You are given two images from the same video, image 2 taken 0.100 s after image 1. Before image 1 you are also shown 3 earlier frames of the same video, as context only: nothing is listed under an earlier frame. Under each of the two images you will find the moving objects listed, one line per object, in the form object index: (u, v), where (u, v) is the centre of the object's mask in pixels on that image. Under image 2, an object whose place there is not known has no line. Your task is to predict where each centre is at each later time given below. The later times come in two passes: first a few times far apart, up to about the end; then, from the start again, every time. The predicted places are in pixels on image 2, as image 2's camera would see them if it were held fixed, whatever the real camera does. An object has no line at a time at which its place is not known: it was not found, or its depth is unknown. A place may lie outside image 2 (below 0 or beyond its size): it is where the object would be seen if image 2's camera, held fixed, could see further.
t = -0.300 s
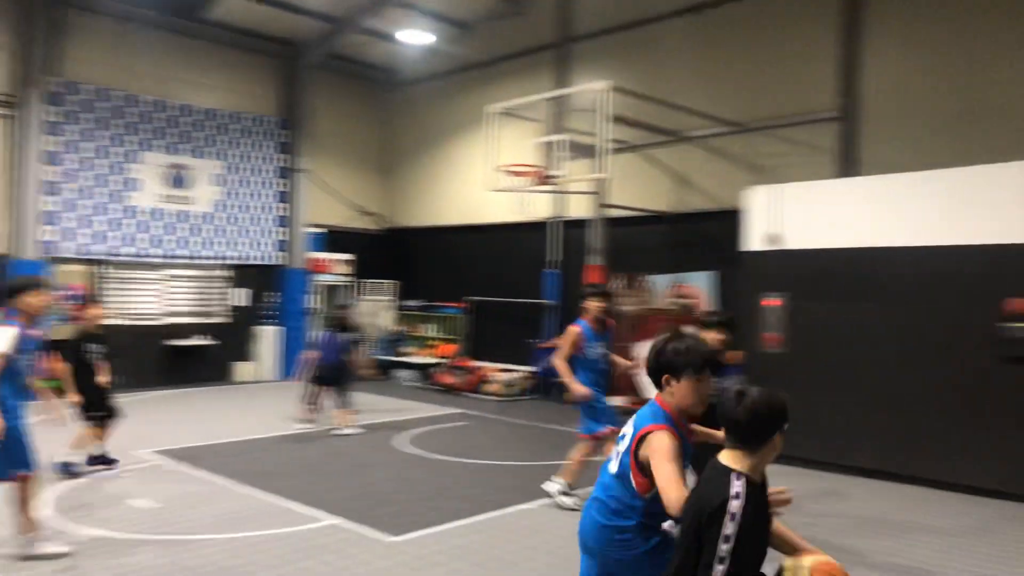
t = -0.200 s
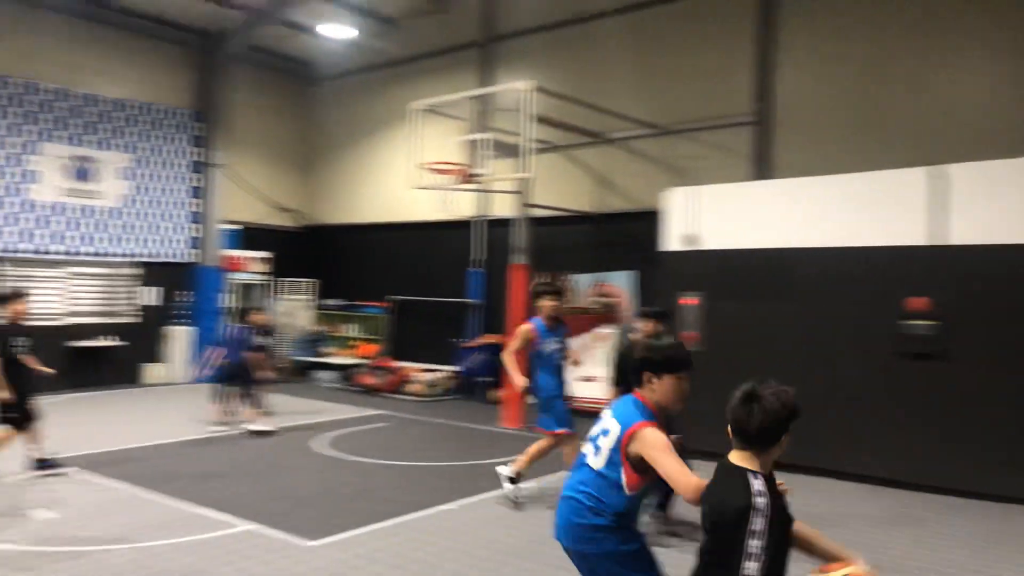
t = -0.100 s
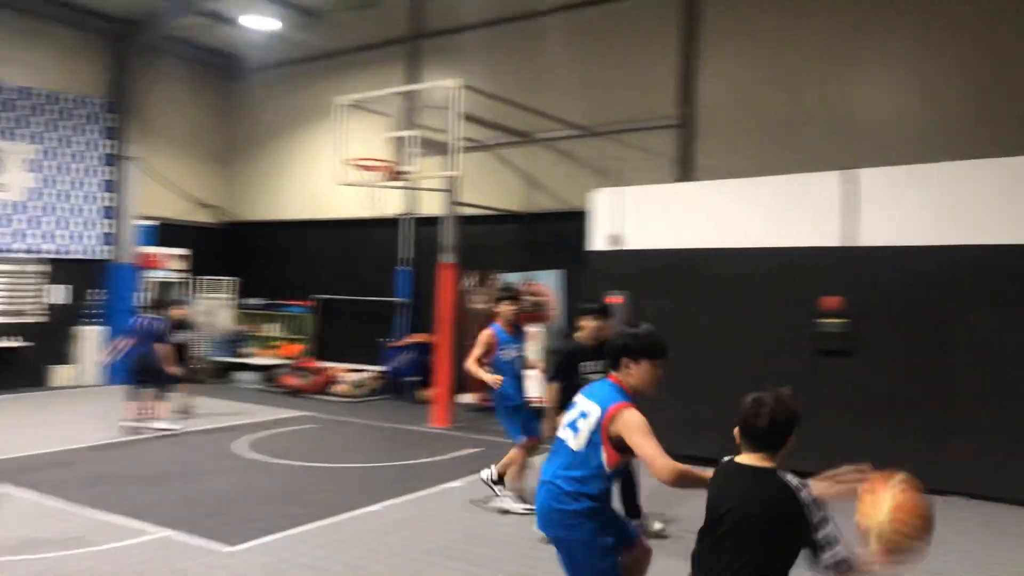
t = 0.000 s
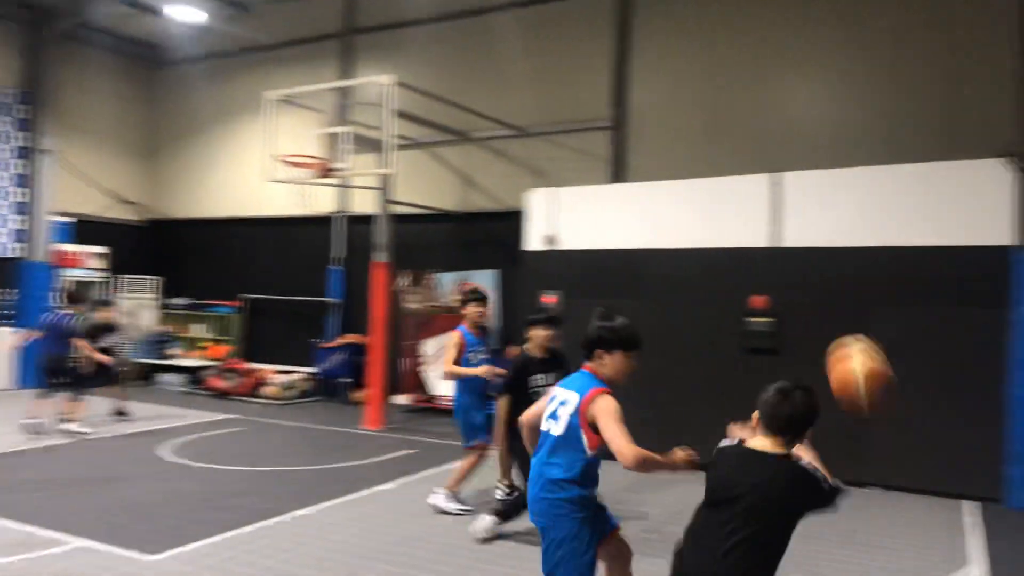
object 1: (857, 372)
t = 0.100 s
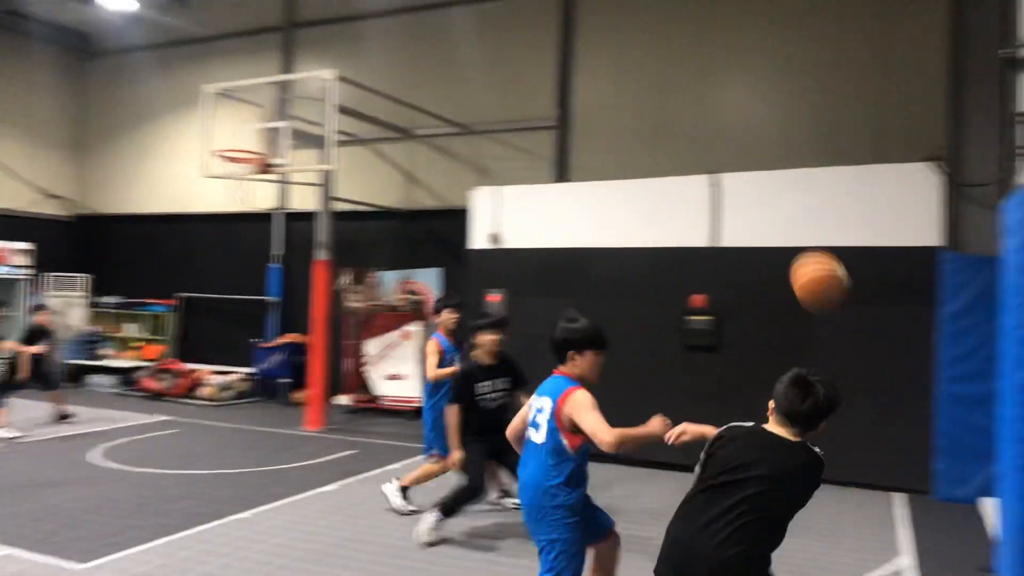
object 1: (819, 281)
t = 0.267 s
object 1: (849, 204)
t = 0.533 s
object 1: (879, 211)
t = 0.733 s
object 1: (894, 279)
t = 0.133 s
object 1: (825, 258)
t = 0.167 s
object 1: (832, 240)
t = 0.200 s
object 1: (838, 224)
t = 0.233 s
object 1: (844, 213)
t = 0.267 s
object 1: (849, 204)
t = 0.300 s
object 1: (853, 199)
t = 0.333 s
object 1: (858, 195)
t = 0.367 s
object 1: (862, 193)
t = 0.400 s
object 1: (865, 194)
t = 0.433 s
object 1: (869, 195)
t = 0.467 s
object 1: (872, 199)
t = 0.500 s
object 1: (876, 205)
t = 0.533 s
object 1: (879, 211)
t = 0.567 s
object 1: (882, 219)
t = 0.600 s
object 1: (884, 229)
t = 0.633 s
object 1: (886, 240)
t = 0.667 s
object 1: (888, 253)
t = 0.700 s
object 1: (892, 265)
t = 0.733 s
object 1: (894, 279)
